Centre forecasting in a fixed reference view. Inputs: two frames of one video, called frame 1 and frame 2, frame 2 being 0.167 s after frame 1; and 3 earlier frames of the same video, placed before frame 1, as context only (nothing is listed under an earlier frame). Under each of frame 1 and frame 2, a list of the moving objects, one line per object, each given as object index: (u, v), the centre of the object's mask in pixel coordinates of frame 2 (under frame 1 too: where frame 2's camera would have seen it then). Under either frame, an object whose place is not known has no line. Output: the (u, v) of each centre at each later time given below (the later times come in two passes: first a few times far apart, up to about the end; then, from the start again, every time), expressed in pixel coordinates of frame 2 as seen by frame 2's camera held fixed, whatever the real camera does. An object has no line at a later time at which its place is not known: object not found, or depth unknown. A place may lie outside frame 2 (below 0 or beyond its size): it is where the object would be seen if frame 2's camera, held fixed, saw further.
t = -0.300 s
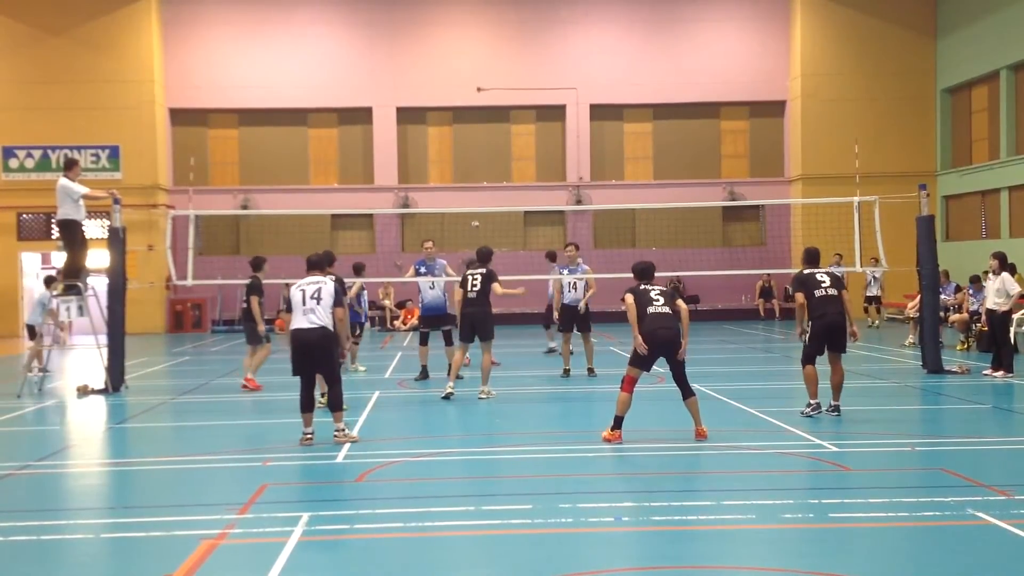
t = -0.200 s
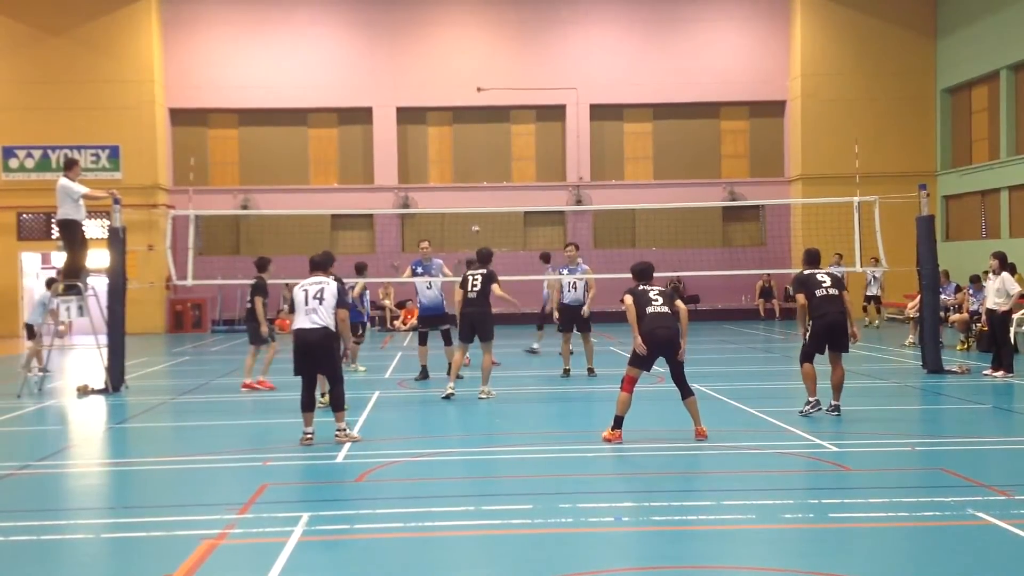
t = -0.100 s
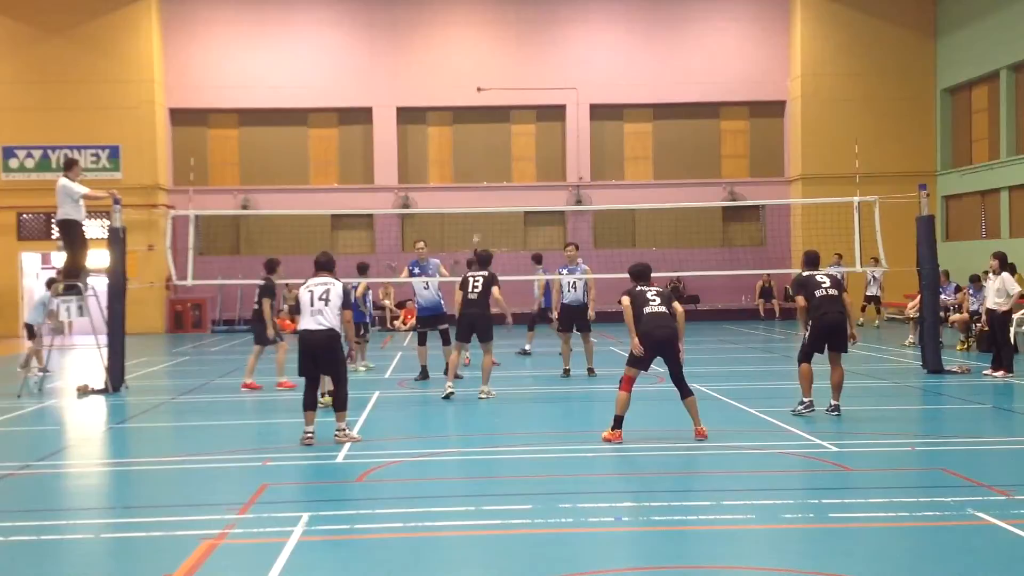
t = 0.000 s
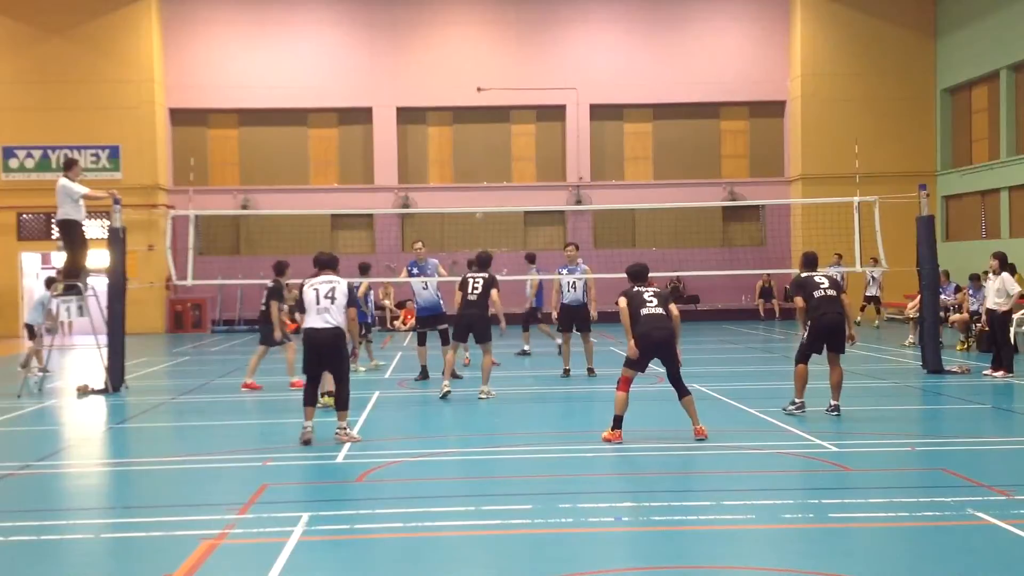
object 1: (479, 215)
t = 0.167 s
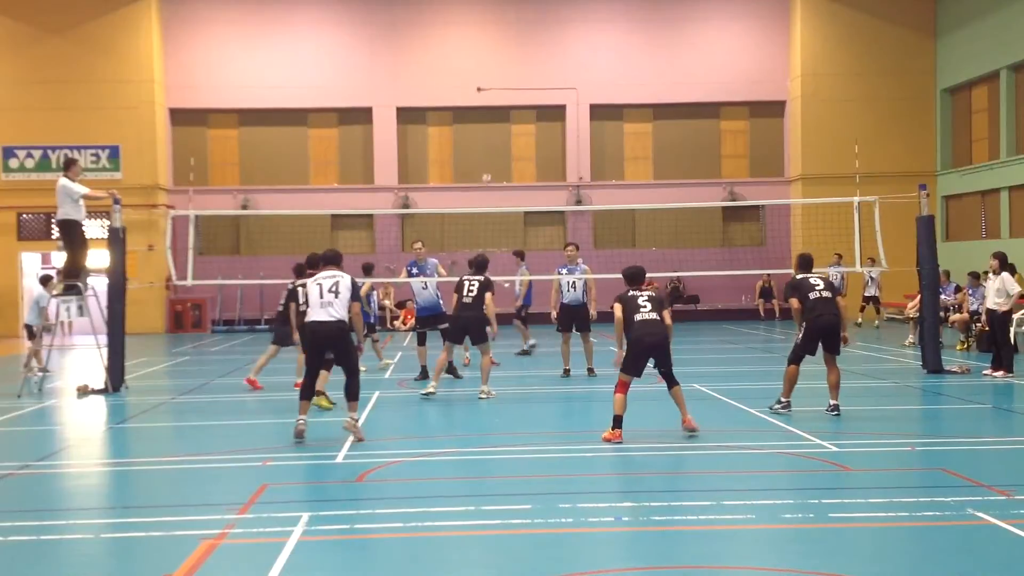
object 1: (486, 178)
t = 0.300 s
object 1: (493, 159)
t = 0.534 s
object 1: (503, 145)
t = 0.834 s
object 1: (516, 158)
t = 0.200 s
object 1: (488, 172)
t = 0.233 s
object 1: (490, 166)
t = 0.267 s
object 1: (491, 163)
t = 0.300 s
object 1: (493, 159)
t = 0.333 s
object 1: (494, 156)
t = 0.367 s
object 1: (496, 153)
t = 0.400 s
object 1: (497, 150)
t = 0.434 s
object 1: (499, 149)
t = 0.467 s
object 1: (500, 147)
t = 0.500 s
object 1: (501, 146)
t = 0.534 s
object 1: (503, 145)
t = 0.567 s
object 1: (505, 145)
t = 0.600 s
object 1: (506, 144)
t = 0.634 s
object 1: (508, 144)
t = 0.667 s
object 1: (509, 145)
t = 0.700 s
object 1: (511, 147)
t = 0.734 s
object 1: (512, 149)
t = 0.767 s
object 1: (513, 152)
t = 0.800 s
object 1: (514, 154)
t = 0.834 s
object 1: (516, 158)
